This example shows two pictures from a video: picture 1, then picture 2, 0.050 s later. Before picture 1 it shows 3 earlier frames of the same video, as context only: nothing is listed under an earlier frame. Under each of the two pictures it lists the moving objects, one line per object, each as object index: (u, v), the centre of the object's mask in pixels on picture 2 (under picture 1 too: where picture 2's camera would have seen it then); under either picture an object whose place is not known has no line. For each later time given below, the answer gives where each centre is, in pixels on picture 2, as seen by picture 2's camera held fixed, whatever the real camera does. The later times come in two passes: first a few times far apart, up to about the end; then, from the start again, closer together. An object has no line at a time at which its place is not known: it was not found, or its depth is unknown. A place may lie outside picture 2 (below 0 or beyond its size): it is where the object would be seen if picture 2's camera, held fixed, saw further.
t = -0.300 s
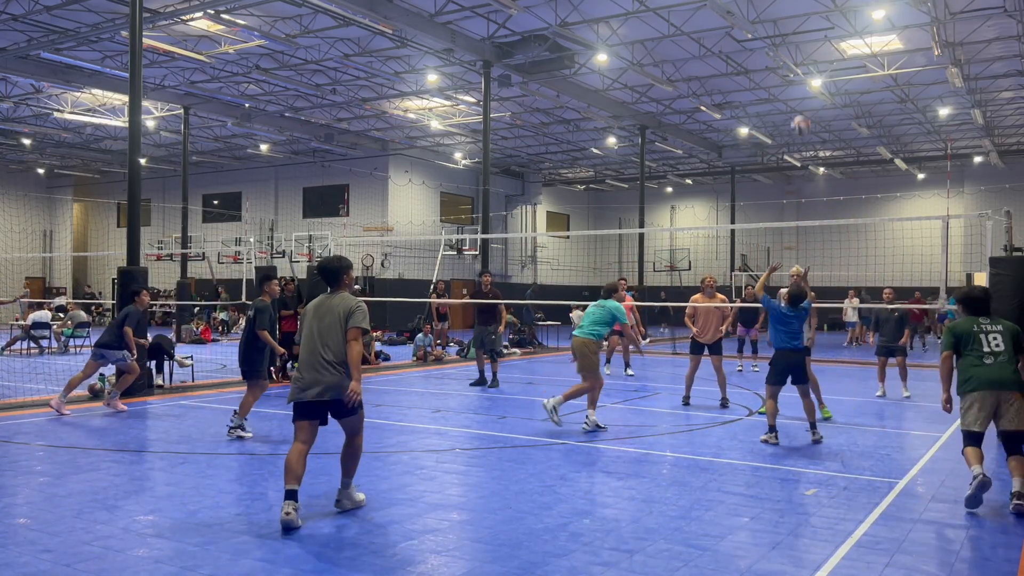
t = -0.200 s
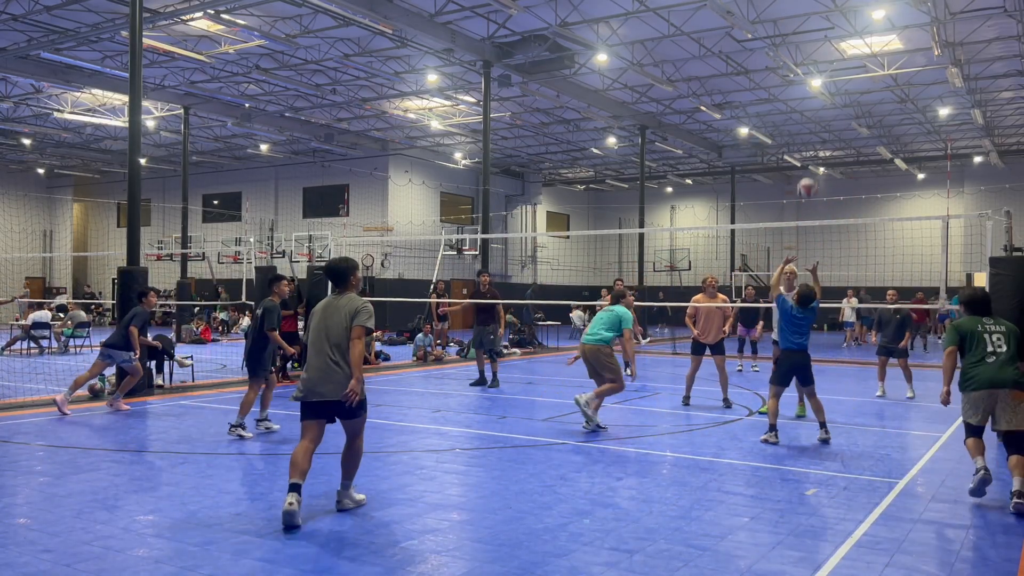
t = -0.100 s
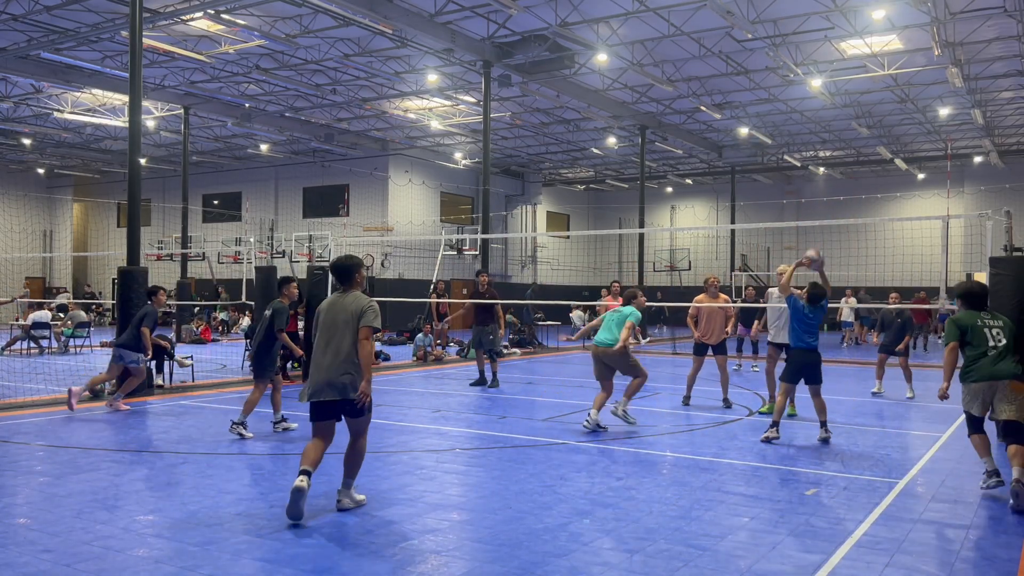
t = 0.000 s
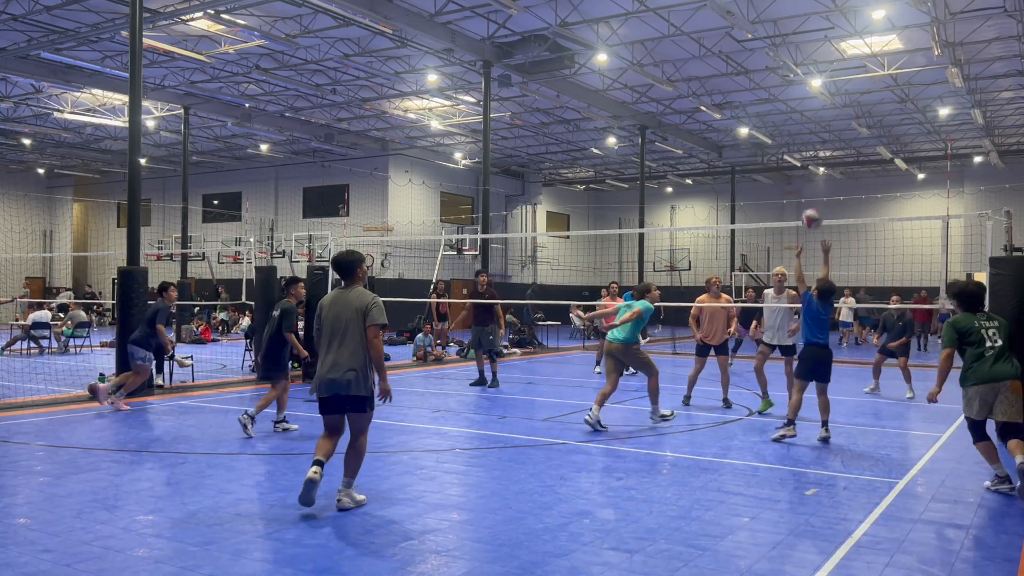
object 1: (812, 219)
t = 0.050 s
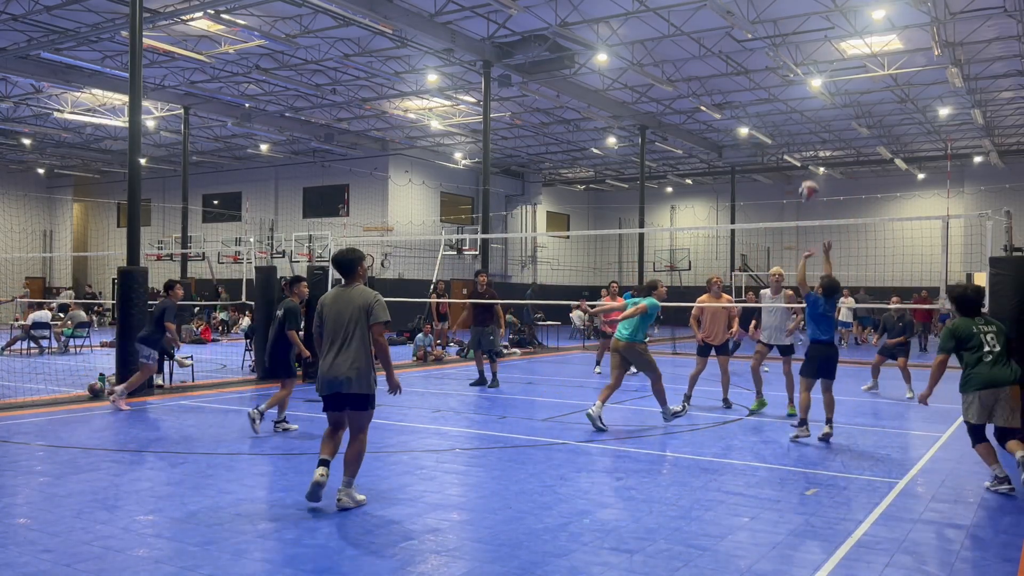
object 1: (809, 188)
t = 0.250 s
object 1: (799, 103)
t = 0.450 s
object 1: (788, 59)
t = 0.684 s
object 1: (776, 54)
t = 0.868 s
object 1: (765, 79)
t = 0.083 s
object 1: (809, 170)
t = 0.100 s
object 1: (806, 165)
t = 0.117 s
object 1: (806, 156)
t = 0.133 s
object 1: (805, 149)
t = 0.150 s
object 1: (804, 141)
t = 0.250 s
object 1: (799, 103)
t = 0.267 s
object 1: (798, 98)
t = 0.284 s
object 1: (796, 93)
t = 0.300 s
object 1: (795, 89)
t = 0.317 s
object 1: (796, 84)
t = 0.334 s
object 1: (795, 80)
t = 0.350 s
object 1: (793, 76)
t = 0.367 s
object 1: (793, 73)
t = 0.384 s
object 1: (792, 70)
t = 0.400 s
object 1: (791, 67)
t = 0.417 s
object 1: (791, 64)
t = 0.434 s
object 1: (789, 61)
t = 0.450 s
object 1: (788, 59)
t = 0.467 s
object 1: (787, 57)
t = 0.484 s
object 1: (786, 55)
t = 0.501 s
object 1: (785, 53)
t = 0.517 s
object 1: (784, 53)
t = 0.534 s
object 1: (783, 51)
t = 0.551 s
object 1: (782, 50)
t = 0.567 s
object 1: (782, 50)
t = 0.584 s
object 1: (782, 50)
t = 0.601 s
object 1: (781, 50)
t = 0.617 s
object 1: (780, 51)
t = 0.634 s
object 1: (779, 51)
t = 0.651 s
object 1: (779, 51)
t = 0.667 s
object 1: (777, 52)
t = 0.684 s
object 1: (776, 54)
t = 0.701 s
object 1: (775, 55)
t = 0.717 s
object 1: (774, 56)
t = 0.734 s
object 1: (773, 58)
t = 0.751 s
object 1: (772, 60)
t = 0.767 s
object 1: (772, 62)
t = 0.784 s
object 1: (771, 64)
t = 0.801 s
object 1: (769, 67)
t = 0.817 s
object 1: (769, 70)
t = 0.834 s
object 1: (768, 73)
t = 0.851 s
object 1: (767, 76)
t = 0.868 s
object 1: (765, 79)
